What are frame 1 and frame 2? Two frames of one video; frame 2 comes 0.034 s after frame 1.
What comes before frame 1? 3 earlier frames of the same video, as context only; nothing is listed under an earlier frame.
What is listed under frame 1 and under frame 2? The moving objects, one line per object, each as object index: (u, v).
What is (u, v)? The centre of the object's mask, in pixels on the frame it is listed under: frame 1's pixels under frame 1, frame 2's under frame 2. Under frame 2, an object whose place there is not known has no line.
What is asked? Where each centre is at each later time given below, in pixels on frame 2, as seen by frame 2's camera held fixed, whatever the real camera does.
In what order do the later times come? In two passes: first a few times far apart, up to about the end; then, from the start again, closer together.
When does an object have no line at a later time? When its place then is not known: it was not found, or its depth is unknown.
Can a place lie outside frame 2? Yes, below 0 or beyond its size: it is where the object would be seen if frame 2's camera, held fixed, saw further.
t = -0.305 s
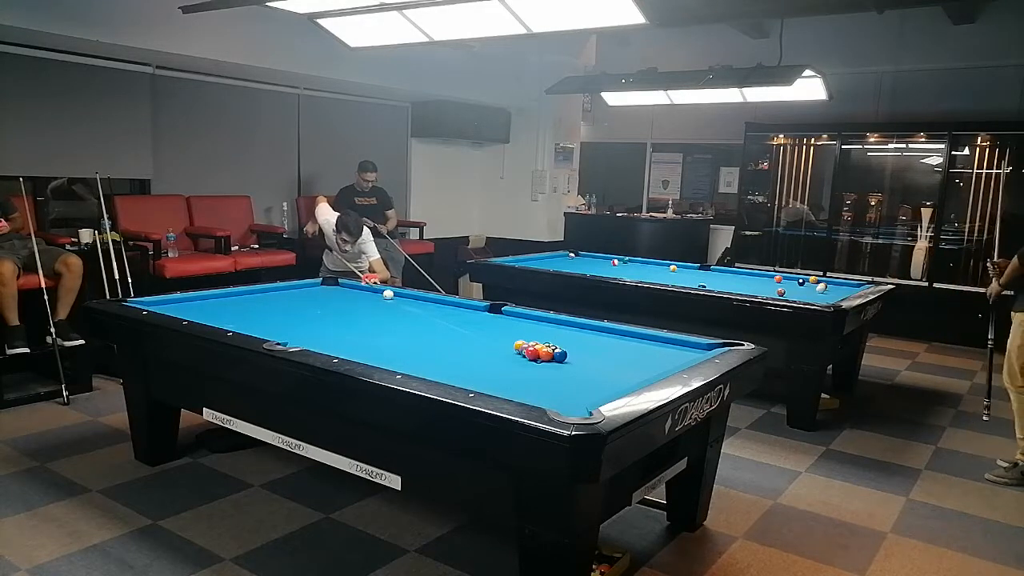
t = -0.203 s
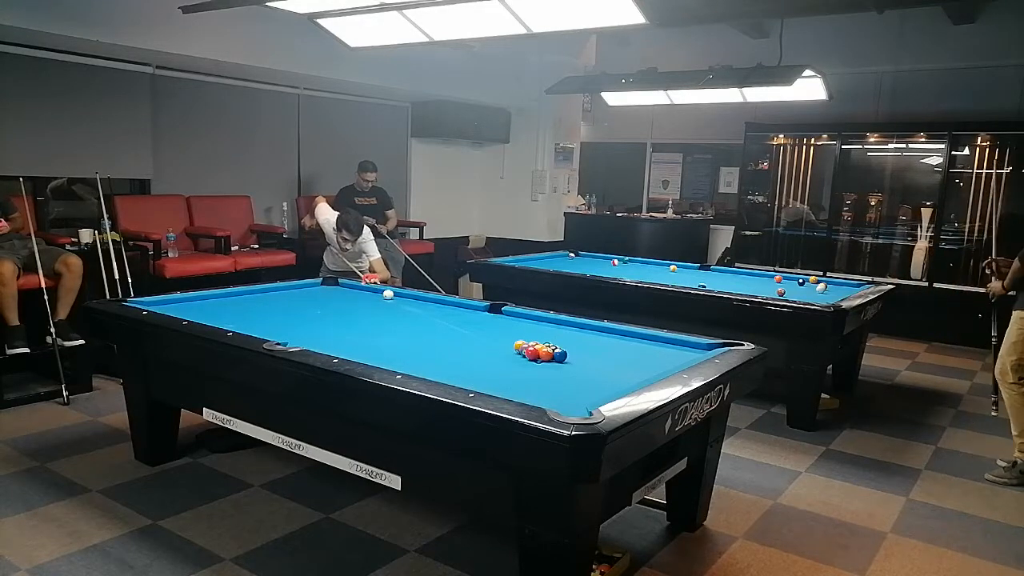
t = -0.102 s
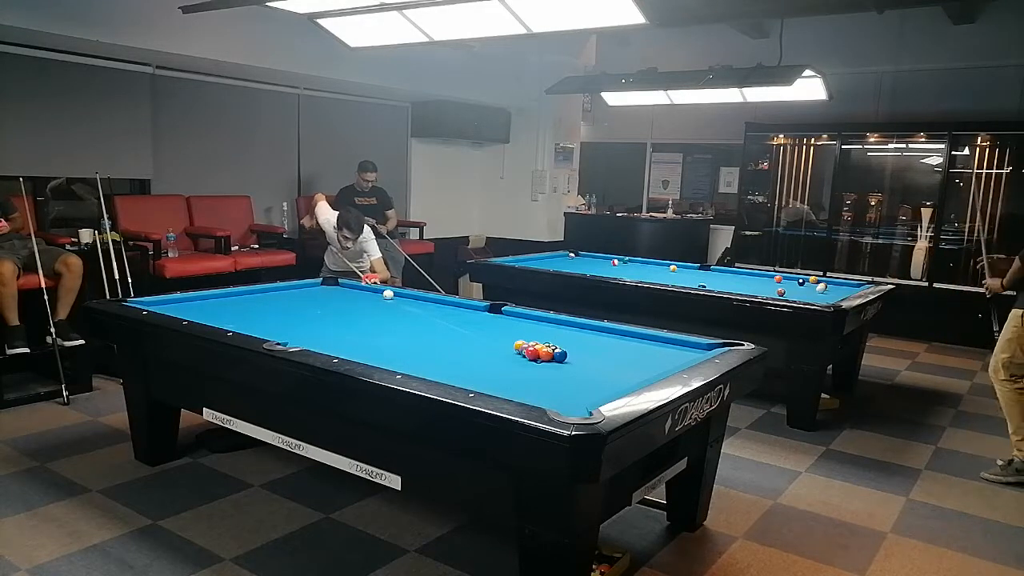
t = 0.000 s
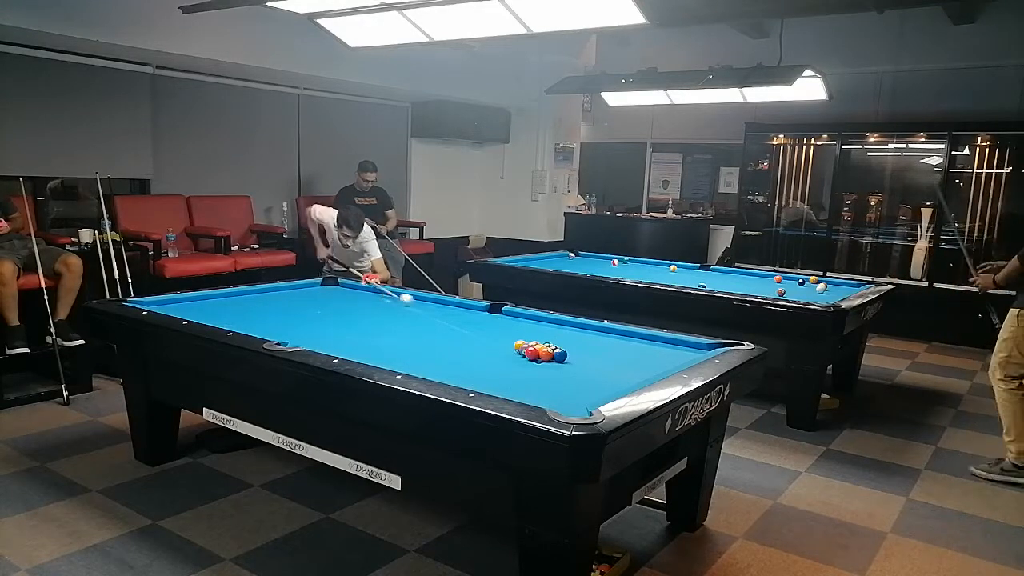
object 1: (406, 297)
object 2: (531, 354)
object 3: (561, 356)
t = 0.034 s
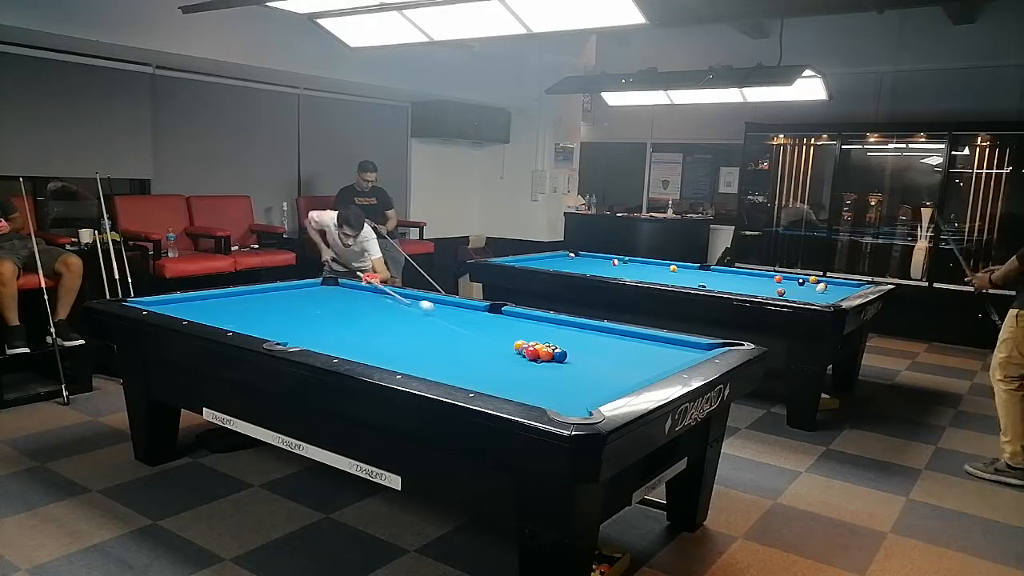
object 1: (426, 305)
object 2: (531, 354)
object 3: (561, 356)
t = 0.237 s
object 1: (504, 332)
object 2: (529, 376)
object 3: (610, 362)
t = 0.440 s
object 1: (484, 338)
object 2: (595, 389)
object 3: (643, 363)
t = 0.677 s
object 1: (473, 338)
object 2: (648, 370)
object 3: (644, 360)
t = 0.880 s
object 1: (465, 338)
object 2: (666, 365)
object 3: (646, 349)
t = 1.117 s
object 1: (456, 338)
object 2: (676, 359)
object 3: (646, 337)
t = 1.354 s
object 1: (448, 338)
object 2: (685, 354)
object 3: (612, 338)
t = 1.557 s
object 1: (443, 338)
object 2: (691, 349)
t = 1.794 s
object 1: (437, 338)
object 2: (694, 345)
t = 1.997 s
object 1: (434, 338)
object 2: (673, 344)
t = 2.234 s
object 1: (430, 338)
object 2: (651, 343)
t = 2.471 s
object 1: (428, 338)
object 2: (629, 343)
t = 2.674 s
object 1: (427, 338)
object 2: (611, 342)
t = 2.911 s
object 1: (427, 338)
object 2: (592, 341)
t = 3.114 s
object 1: (427, 338)
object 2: (576, 341)
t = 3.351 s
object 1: (427, 338)
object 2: (558, 340)
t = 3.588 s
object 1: (427, 338)
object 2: (542, 339)
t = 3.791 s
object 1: (427, 338)
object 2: (529, 339)
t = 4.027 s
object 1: (427, 338)
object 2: (514, 338)
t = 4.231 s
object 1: (427, 338)
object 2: (503, 338)
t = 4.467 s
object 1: (427, 338)
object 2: (490, 338)
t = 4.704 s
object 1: (428, 337)
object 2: (479, 337)
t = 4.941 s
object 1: (427, 335)
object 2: (469, 337)
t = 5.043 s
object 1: (427, 335)
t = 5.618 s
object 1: (426, 337)
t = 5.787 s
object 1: (427, 337)
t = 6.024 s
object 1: (427, 337)
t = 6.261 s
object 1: (426, 337)
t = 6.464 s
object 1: (425, 337)
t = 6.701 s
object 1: (425, 337)
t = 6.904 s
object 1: (425, 337)
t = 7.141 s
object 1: (425, 337)
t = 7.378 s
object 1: (425, 337)
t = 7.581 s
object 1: (425, 337)
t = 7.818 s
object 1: (425, 337)
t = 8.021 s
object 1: (425, 337)
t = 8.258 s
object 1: (425, 337)
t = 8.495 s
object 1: (425, 337)
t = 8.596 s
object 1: (425, 337)
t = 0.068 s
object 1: (448, 315)
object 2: (531, 354)
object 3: (561, 356)
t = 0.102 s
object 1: (472, 325)
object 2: (531, 354)
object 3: (561, 356)
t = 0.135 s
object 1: (498, 334)
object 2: (531, 354)
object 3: (561, 356)
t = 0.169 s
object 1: (510, 337)
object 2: (531, 358)
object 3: (570, 357)
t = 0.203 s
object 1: (507, 333)
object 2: (530, 366)
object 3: (590, 360)
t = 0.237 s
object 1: (504, 332)
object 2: (529, 376)
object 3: (610, 362)
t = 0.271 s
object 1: (500, 333)
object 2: (528, 386)
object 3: (628, 365)
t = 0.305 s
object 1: (496, 335)
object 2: (527, 395)
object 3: (645, 366)
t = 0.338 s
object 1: (493, 337)
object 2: (542, 396)
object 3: (661, 366)
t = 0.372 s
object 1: (490, 336)
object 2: (561, 394)
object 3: (661, 366)
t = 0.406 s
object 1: (487, 338)
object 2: (579, 392)
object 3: (651, 365)
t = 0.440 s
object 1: (484, 338)
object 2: (595, 389)
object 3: (643, 363)
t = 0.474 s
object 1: (482, 338)
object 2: (610, 386)
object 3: (641, 362)
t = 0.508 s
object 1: (480, 338)
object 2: (624, 382)
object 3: (643, 363)
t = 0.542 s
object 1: (479, 338)
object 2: (634, 379)
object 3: (644, 364)
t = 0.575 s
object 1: (477, 338)
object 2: (637, 376)
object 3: (645, 364)
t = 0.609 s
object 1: (475, 338)
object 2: (641, 373)
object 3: (646, 363)
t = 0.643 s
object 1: (474, 338)
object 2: (645, 370)
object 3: (645, 361)
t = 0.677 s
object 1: (473, 338)
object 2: (648, 370)
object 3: (644, 360)
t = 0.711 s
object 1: (471, 338)
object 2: (651, 369)
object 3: (645, 359)
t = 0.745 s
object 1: (470, 338)
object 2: (655, 369)
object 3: (645, 357)
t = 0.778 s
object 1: (468, 338)
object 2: (658, 368)
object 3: (646, 355)
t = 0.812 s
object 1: (467, 338)
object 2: (661, 367)
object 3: (646, 353)
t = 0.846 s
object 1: (466, 338)
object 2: (664, 366)
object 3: (646, 351)
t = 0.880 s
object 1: (465, 338)
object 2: (666, 365)
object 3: (646, 349)
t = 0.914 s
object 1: (464, 338)
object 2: (667, 364)
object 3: (646, 347)
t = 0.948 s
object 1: (462, 338)
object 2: (669, 363)
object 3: (646, 345)
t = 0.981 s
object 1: (461, 338)
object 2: (670, 363)
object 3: (646, 343)
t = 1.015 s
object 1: (459, 338)
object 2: (672, 362)
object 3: (646, 341)
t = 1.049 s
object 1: (458, 338)
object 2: (673, 361)
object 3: (646, 340)
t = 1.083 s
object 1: (457, 338)
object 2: (675, 360)
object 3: (645, 339)
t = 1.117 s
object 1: (456, 338)
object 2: (676, 359)
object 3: (646, 337)
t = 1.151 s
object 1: (455, 338)
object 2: (677, 359)
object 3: (641, 337)
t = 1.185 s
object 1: (454, 338)
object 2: (679, 358)
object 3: (636, 337)
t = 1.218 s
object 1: (452, 338)
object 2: (680, 357)
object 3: (632, 337)
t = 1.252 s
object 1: (452, 338)
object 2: (681, 356)
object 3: (627, 337)
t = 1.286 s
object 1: (451, 338)
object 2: (682, 355)
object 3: (622, 338)
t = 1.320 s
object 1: (450, 338)
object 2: (683, 355)
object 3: (617, 338)
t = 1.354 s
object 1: (448, 338)
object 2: (685, 354)
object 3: (612, 338)
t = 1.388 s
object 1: (448, 338)
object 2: (686, 353)
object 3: (608, 339)
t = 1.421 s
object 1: (446, 338)
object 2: (687, 353)
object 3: (605, 339)
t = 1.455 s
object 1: (446, 338)
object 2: (688, 352)
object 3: (601, 340)
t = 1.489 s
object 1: (445, 338)
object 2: (689, 351)
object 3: (598, 340)
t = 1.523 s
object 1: (444, 338)
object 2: (690, 350)
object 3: (594, 341)
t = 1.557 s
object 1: (443, 338)
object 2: (691, 349)
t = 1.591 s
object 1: (442, 338)
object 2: (692, 349)
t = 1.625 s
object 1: (441, 338)
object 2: (693, 348)
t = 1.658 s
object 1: (440, 338)
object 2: (694, 347)
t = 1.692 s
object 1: (440, 338)
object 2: (696, 346)
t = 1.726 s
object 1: (439, 338)
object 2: (696, 346)
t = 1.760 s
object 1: (438, 338)
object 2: (697, 345)
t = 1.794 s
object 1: (437, 338)
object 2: (694, 345)
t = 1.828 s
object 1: (437, 338)
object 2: (690, 345)
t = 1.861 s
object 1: (436, 338)
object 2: (687, 345)
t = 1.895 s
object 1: (436, 338)
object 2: (684, 345)
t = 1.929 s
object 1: (435, 338)
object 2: (680, 345)
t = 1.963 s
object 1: (434, 338)
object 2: (677, 344)
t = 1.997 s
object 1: (434, 338)
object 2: (673, 344)
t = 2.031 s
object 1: (433, 338)
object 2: (670, 344)
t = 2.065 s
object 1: (432, 338)
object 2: (667, 344)
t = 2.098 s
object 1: (432, 338)
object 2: (663, 344)
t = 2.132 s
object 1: (431, 338)
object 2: (660, 343)
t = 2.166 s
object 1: (431, 338)
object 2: (657, 343)
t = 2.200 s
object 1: (431, 338)
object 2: (654, 343)
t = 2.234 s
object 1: (430, 338)
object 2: (651, 343)
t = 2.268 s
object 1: (430, 338)
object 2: (647, 343)
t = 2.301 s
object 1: (429, 338)
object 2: (644, 343)
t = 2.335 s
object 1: (429, 338)
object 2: (641, 343)
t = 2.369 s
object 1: (429, 338)
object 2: (638, 343)
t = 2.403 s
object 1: (429, 338)
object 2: (635, 343)
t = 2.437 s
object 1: (429, 338)
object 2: (632, 343)
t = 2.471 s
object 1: (428, 338)
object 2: (629, 343)
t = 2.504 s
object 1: (428, 338)
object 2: (626, 342)
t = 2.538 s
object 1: (428, 338)
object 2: (623, 342)
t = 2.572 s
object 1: (428, 338)
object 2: (620, 342)
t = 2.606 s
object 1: (427, 338)
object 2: (617, 342)
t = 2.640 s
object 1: (427, 338)
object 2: (614, 342)
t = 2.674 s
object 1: (427, 338)
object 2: (611, 342)
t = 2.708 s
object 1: (427, 338)
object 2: (609, 342)
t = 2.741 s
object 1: (426, 337)
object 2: (606, 342)
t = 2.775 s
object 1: (427, 336)
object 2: (603, 342)
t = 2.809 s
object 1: (427, 335)
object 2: (600, 342)
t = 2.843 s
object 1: (428, 336)
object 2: (597, 341)
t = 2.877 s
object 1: (428, 337)
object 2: (595, 341)
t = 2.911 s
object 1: (427, 338)
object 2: (592, 341)
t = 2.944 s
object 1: (427, 338)
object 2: (589, 341)
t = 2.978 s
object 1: (427, 338)
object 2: (586, 341)
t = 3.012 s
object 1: (427, 338)
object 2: (584, 341)
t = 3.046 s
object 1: (427, 338)
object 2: (581, 341)
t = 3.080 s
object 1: (427, 338)
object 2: (578, 341)
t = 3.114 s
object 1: (427, 338)
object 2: (576, 341)
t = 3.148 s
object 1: (427, 338)
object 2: (573, 341)
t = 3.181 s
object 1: (427, 338)
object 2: (571, 341)
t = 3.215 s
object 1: (427, 338)
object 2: (568, 341)
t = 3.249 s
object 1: (427, 338)
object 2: (566, 340)
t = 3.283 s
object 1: (427, 338)
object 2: (563, 340)
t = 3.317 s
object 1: (427, 338)
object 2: (561, 340)
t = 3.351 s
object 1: (427, 338)
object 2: (558, 340)
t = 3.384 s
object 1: (427, 338)
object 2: (556, 340)
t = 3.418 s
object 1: (427, 338)
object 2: (554, 340)
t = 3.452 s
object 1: (427, 338)
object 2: (551, 340)
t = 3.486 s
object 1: (427, 338)
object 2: (549, 339)
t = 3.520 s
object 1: (427, 338)
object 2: (547, 339)
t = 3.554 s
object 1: (427, 338)
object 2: (544, 339)
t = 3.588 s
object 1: (427, 338)
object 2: (542, 339)
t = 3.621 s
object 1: (427, 338)
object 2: (539, 339)
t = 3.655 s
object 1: (427, 338)
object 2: (537, 339)
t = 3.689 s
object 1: (427, 338)
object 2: (535, 339)
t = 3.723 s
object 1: (427, 338)
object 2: (533, 339)
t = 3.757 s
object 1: (427, 338)
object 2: (531, 339)
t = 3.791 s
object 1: (427, 338)
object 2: (529, 339)
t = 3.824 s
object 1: (427, 338)
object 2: (527, 339)
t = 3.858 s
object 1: (427, 338)
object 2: (524, 339)
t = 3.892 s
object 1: (427, 338)
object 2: (522, 339)
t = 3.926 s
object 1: (427, 338)
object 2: (520, 339)
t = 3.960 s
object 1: (427, 338)
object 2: (518, 339)
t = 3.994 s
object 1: (427, 338)
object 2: (516, 339)
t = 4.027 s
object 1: (427, 338)
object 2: (514, 338)
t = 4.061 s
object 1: (427, 338)
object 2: (512, 338)
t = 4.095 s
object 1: (427, 338)
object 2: (510, 338)
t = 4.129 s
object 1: (427, 338)
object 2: (508, 338)
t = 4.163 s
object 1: (427, 338)
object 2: (506, 338)
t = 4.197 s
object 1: (427, 338)
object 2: (505, 338)
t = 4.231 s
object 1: (427, 338)
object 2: (503, 338)
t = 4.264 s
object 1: (427, 338)
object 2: (501, 338)
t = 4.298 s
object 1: (427, 338)
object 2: (499, 338)
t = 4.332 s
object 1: (427, 338)
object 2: (497, 338)
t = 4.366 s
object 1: (427, 338)
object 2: (495, 338)
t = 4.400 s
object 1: (427, 338)
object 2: (494, 338)
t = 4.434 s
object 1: (427, 338)
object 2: (492, 338)
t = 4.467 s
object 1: (427, 338)
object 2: (490, 338)
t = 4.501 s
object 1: (427, 338)
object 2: (489, 338)
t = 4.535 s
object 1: (427, 338)
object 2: (487, 338)
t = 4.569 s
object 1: (427, 338)
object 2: (485, 338)
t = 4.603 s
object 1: (428, 337)
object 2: (484, 338)
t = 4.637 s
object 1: (428, 337)
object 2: (482, 337)
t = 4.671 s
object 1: (428, 337)
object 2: (480, 337)
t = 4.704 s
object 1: (428, 337)
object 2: (479, 337)
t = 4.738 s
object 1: (428, 337)
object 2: (477, 337)
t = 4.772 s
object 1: (428, 336)
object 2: (476, 337)
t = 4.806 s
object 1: (428, 336)
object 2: (474, 337)
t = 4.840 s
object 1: (428, 336)
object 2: (473, 337)
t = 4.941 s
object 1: (427, 335)
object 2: (469, 337)
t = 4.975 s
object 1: (427, 335)
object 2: (467, 337)
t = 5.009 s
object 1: (427, 335)
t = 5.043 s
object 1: (427, 335)
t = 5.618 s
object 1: (426, 337)
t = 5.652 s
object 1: (426, 337)
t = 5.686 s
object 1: (427, 337)
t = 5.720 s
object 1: (427, 337)
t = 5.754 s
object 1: (427, 337)
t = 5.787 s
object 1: (427, 337)
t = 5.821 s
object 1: (427, 337)
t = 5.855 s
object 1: (427, 337)
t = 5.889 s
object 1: (427, 337)
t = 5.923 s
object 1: (427, 337)
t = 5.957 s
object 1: (427, 337)
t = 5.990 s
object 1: (427, 337)
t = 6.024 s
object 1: (427, 337)
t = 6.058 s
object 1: (427, 337)
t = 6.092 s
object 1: (426, 337)
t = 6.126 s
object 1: (426, 337)
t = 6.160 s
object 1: (426, 337)
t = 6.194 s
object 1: (426, 337)
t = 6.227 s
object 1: (426, 337)
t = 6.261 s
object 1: (426, 337)
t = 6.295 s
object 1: (425, 337)
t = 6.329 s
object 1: (425, 337)
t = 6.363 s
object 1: (425, 337)
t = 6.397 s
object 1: (425, 337)
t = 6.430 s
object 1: (425, 337)
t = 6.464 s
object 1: (425, 337)
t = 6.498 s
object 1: (425, 337)
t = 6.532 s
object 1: (425, 337)
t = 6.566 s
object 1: (425, 337)
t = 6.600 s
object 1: (425, 337)
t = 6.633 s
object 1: (425, 337)
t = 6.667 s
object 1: (425, 337)
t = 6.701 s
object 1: (425, 337)
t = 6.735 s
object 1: (425, 337)
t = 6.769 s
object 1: (425, 337)
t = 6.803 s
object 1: (425, 337)
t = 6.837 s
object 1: (425, 337)
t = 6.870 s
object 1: (425, 337)
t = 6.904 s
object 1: (425, 337)
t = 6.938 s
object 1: (425, 337)
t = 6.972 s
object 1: (425, 337)
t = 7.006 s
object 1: (425, 337)
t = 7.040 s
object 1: (425, 337)
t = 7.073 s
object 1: (425, 337)
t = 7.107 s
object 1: (425, 337)
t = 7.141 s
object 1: (425, 337)
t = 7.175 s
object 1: (425, 337)
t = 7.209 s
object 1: (425, 337)
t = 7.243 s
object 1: (425, 337)
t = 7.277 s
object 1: (425, 337)
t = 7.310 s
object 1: (425, 337)
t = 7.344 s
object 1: (425, 337)
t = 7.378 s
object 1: (425, 337)
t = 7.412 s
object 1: (425, 337)
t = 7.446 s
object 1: (425, 337)
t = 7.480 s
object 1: (425, 337)
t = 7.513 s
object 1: (425, 337)
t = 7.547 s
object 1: (425, 337)
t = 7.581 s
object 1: (425, 337)
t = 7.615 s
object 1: (425, 337)
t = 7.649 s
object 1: (425, 337)
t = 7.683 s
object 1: (425, 337)
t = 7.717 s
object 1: (425, 337)
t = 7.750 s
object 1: (425, 337)
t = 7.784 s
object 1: (425, 337)
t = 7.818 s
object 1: (425, 337)
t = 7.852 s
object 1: (425, 337)
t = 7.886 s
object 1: (425, 337)
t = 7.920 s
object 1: (425, 337)
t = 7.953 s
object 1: (425, 337)
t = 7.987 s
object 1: (425, 337)
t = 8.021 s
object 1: (425, 337)
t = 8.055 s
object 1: (425, 337)
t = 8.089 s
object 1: (425, 337)
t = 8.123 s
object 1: (425, 337)
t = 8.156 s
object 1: (425, 337)
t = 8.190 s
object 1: (425, 337)
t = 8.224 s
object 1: (425, 337)
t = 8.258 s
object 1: (425, 337)
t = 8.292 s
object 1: (425, 337)
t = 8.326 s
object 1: (425, 337)
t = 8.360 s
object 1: (425, 337)
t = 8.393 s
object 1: (425, 337)
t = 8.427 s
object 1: (425, 337)
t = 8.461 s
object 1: (425, 337)
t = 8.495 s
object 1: (425, 337)
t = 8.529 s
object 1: (425, 337)
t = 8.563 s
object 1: (425, 337)
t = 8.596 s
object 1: (425, 337)
